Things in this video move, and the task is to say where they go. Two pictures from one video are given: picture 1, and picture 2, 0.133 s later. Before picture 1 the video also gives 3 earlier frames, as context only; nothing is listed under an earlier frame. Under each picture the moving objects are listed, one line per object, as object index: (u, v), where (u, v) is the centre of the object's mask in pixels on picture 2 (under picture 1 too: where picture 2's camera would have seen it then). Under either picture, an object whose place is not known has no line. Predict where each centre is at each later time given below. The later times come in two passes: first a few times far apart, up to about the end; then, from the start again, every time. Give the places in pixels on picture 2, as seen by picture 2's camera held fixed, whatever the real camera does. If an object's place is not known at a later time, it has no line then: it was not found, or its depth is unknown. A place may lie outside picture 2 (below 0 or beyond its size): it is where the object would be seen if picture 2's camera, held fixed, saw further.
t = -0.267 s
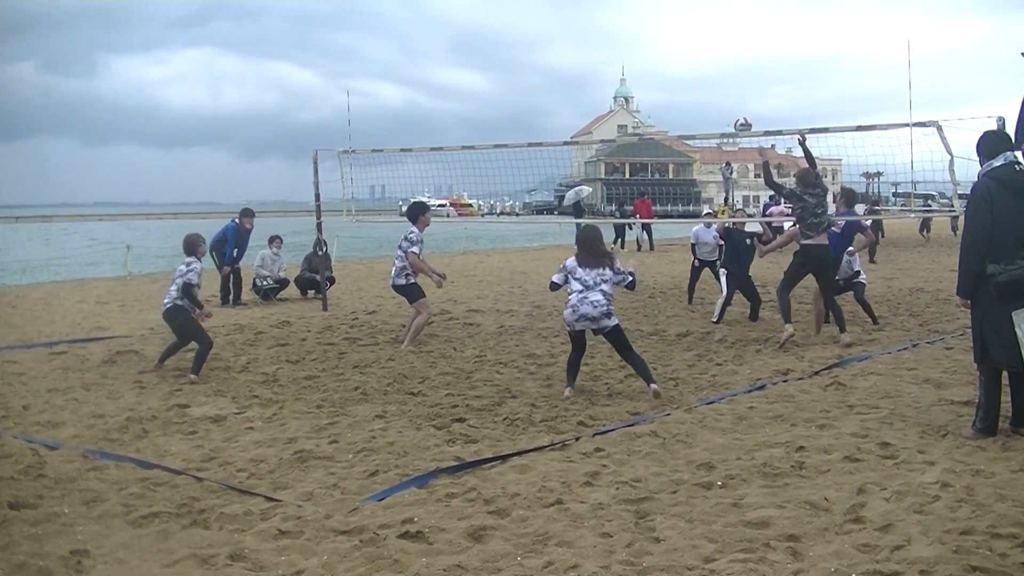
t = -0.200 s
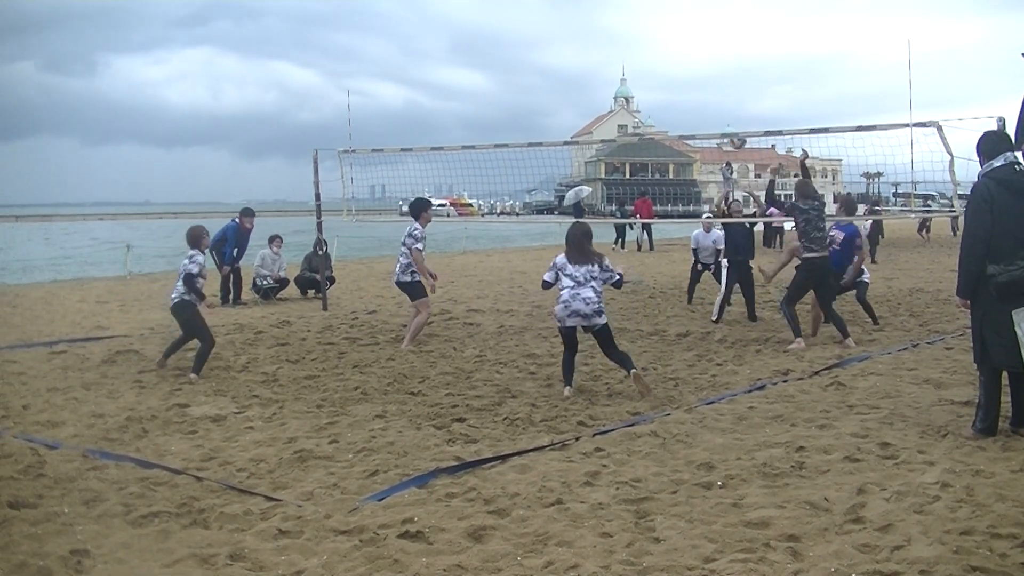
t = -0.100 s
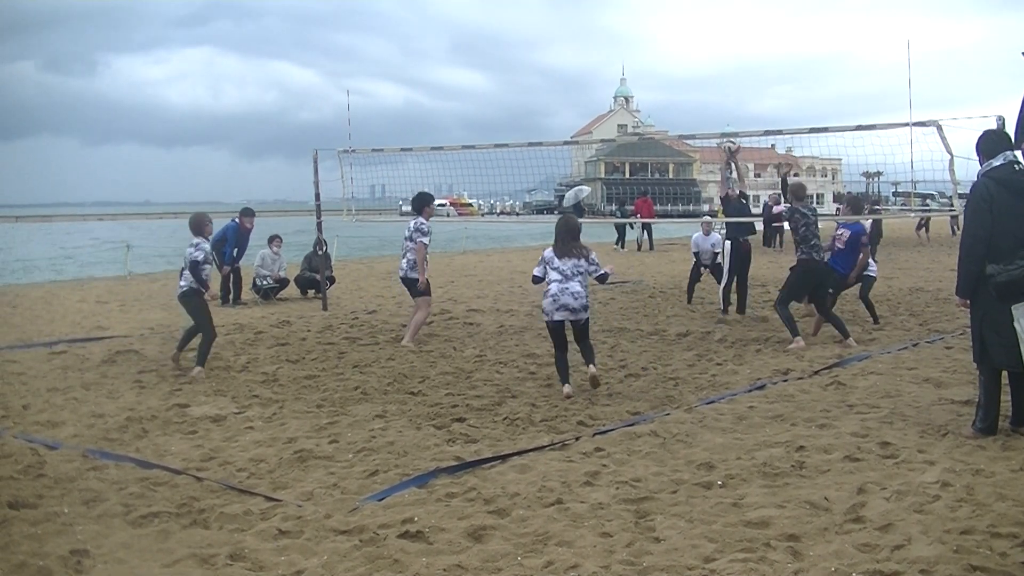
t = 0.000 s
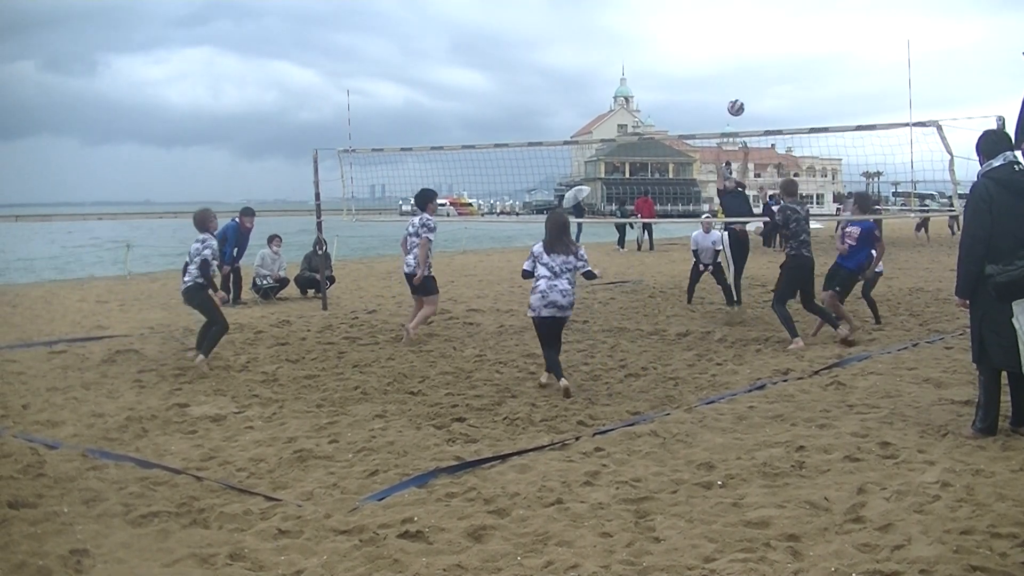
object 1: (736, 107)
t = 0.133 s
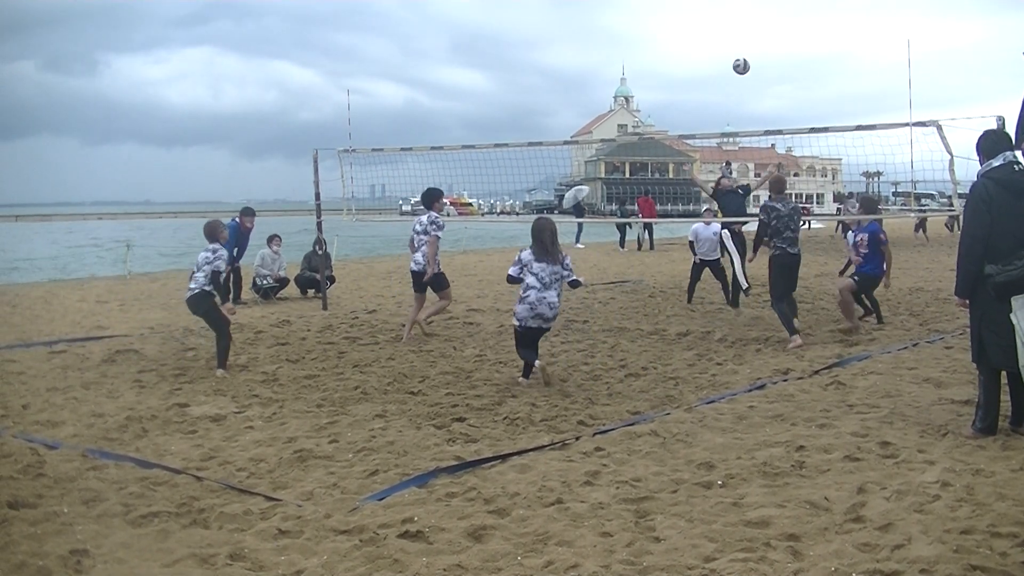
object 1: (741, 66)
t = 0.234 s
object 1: (745, 45)
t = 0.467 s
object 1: (755, 24)
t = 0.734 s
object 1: (769, 53)
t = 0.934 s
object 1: (781, 111)
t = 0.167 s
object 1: (742, 58)
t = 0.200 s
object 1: (744, 51)
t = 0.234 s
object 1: (745, 45)
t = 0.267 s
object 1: (747, 39)
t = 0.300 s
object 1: (748, 34)
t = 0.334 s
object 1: (749, 30)
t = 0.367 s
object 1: (751, 27)
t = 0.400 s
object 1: (752, 25)
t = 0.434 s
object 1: (754, 24)
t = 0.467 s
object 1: (755, 24)
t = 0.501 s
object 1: (756, 25)
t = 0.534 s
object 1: (758, 27)
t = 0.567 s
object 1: (760, 29)
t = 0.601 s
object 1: (761, 32)
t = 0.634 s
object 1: (763, 37)
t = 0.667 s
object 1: (765, 41)
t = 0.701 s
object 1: (767, 47)
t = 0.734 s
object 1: (769, 53)
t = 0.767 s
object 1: (771, 61)
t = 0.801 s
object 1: (773, 69)
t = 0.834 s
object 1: (775, 78)
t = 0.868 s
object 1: (777, 88)
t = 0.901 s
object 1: (779, 99)
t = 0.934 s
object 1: (781, 111)
